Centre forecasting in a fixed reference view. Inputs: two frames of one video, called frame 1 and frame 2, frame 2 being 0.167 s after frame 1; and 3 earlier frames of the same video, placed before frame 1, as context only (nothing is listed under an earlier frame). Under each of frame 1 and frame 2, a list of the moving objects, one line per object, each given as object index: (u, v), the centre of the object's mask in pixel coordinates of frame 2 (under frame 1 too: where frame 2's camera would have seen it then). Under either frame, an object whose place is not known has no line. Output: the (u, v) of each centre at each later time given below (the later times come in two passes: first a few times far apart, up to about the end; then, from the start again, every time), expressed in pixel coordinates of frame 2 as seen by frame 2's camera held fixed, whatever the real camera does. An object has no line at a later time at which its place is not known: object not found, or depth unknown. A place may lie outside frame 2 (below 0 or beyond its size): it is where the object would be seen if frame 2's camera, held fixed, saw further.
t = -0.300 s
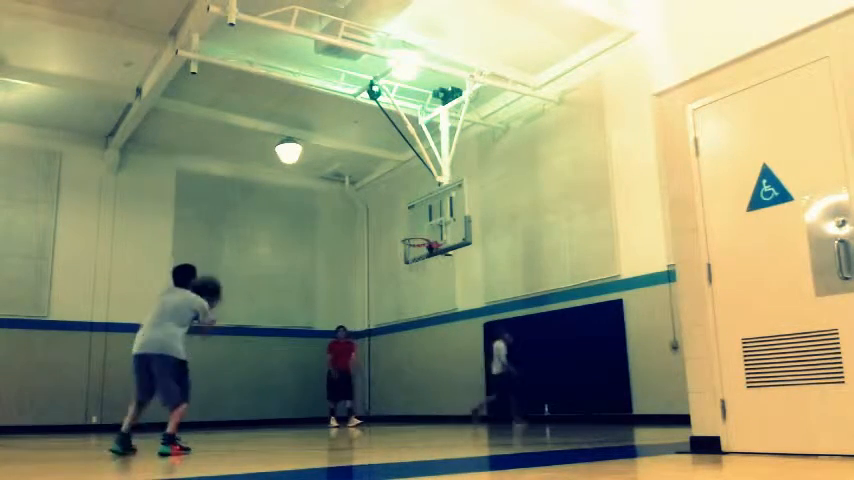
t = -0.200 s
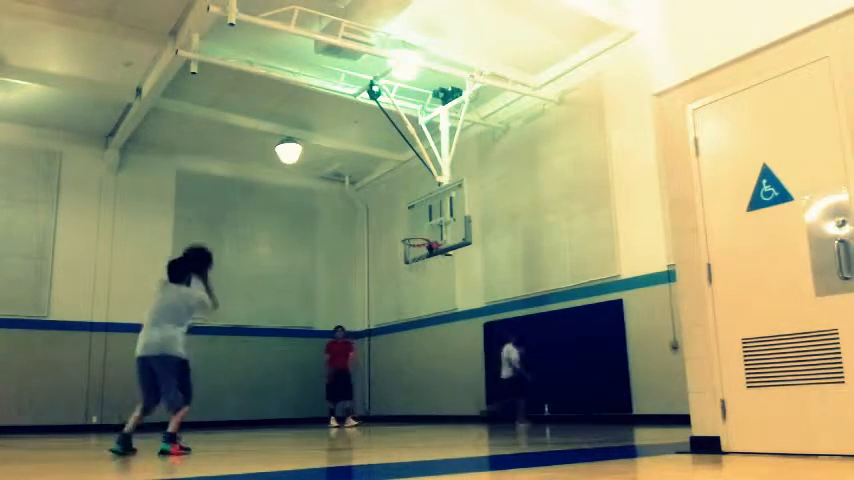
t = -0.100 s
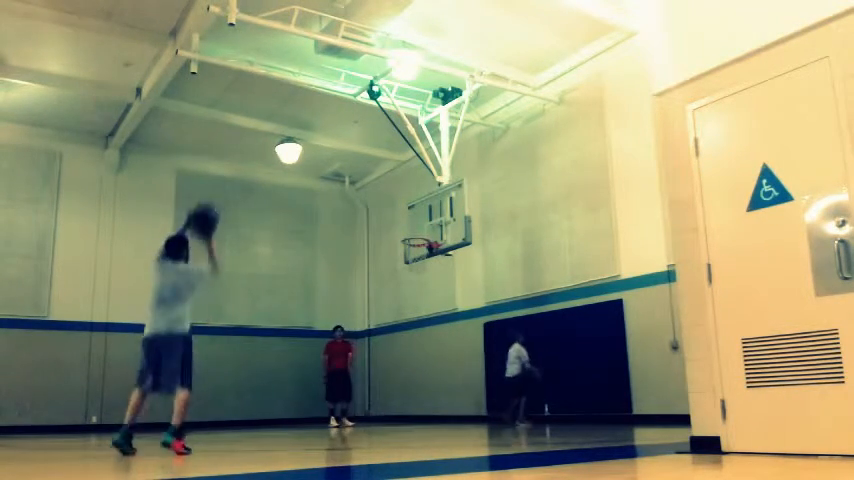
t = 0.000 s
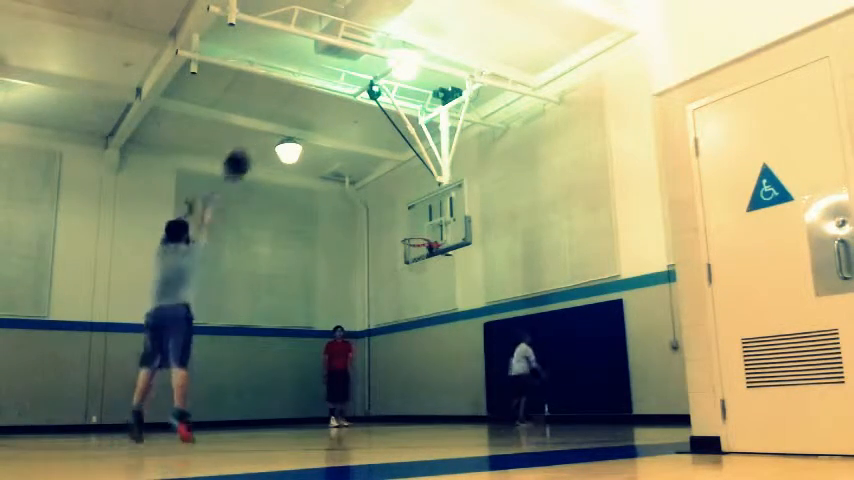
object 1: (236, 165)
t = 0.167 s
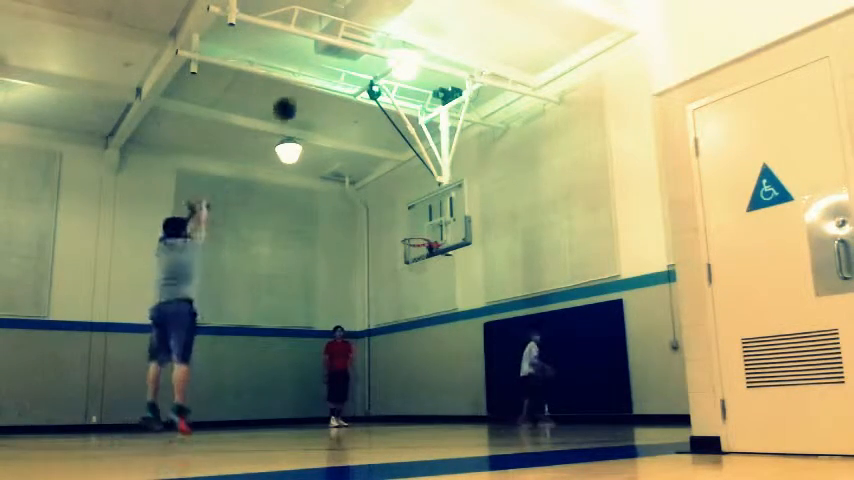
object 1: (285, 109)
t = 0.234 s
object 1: (300, 97)
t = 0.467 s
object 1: (345, 84)
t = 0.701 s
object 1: (381, 108)
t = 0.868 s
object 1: (403, 142)
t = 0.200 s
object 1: (292, 102)
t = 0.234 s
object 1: (300, 97)
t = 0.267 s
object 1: (308, 92)
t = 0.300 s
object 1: (315, 88)
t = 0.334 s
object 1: (321, 86)
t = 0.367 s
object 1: (328, 84)
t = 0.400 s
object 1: (334, 83)
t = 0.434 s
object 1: (340, 83)
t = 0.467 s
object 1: (345, 84)
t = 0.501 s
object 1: (351, 85)
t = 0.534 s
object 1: (357, 87)
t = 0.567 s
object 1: (361, 90)
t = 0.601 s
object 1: (365, 94)
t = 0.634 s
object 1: (371, 100)
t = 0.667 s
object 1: (376, 104)
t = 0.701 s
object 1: (381, 108)
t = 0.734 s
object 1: (386, 115)
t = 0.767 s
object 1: (390, 120)
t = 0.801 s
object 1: (394, 127)
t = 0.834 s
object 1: (399, 135)
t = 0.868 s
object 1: (403, 142)
